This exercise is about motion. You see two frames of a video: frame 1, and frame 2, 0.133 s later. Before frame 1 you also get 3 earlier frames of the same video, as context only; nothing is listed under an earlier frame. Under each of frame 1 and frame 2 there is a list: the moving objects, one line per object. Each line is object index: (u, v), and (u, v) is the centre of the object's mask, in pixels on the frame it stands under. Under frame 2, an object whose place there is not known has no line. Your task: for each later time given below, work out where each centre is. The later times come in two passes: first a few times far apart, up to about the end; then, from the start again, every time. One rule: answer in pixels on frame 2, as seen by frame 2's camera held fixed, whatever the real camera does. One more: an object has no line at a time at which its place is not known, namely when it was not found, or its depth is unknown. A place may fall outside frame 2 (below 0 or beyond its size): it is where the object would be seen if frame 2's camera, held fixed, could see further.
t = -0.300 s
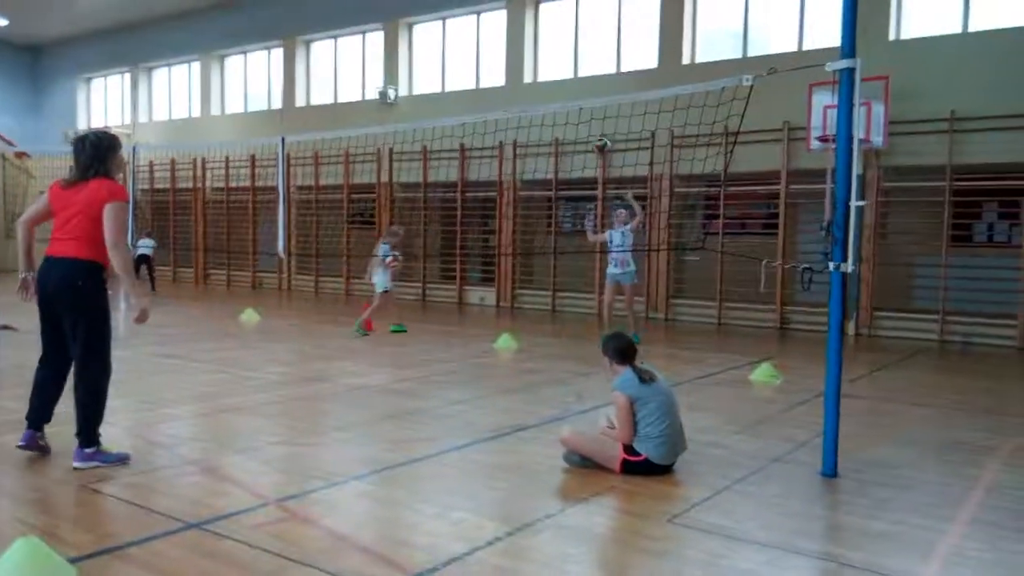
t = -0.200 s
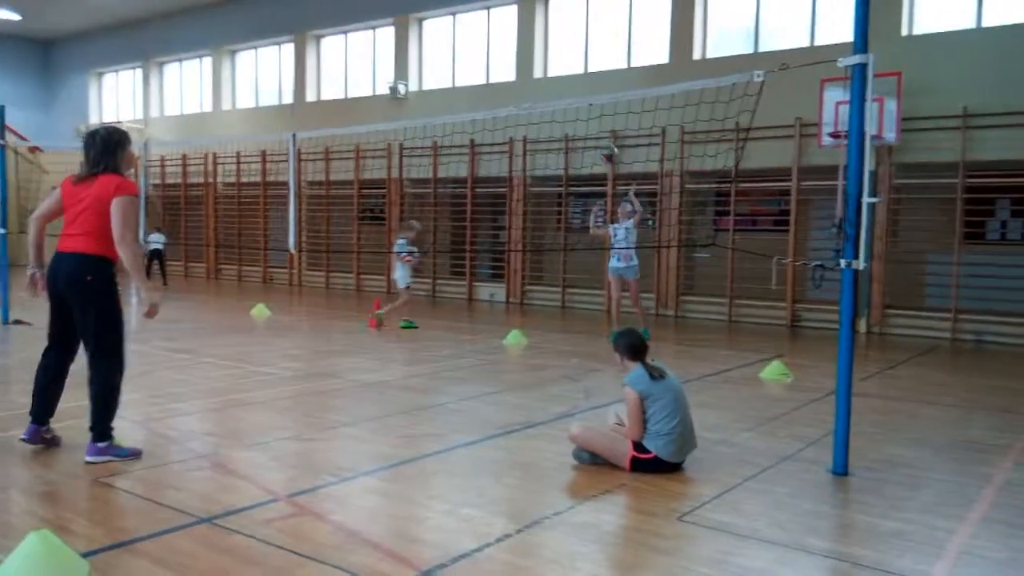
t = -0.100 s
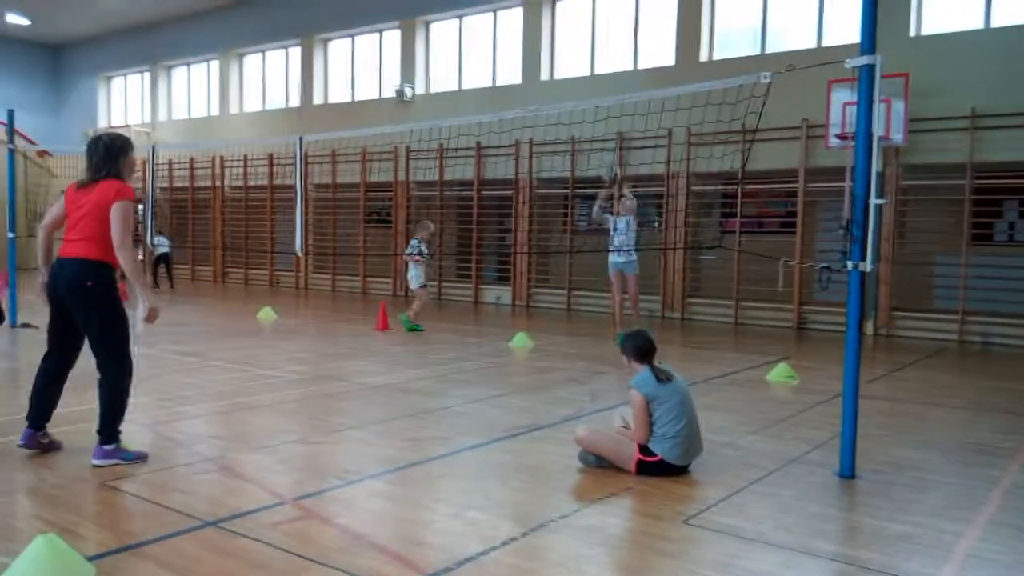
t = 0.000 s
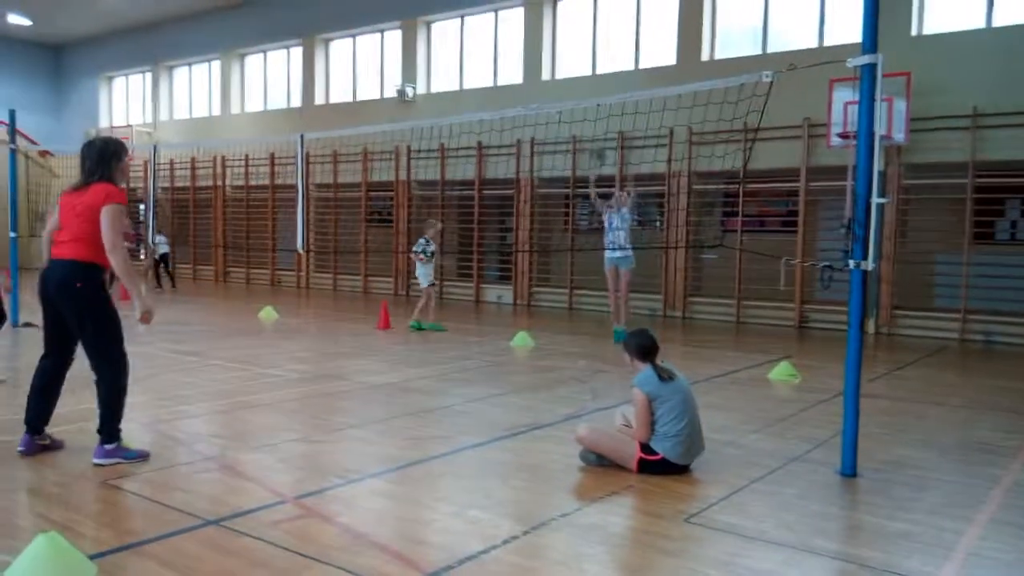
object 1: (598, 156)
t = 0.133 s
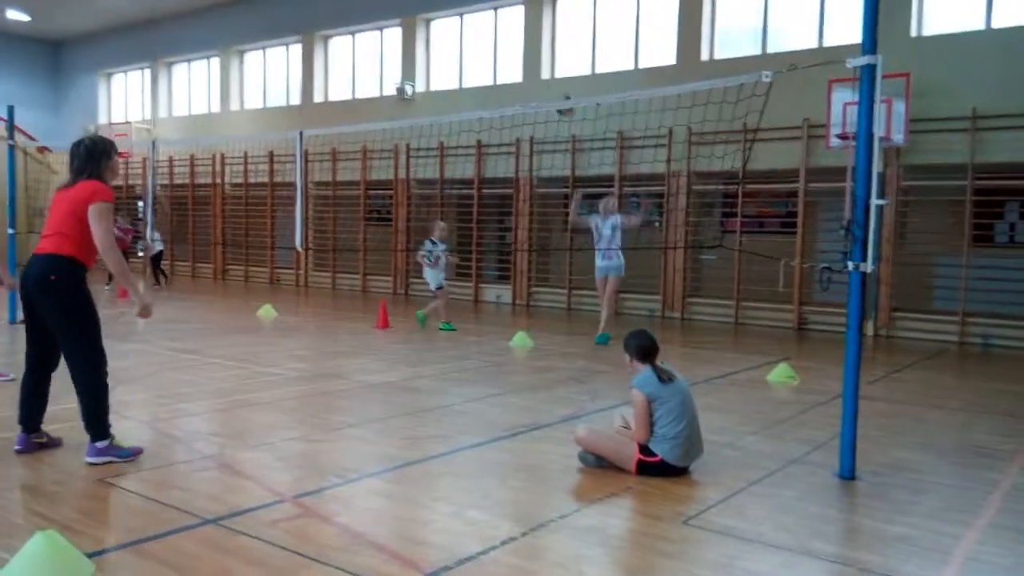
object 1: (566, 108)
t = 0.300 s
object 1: (513, 64)
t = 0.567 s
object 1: (405, 60)
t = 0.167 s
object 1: (555, 94)
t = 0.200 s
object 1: (545, 87)
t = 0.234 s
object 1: (536, 80)
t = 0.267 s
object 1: (525, 71)
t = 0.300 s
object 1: (513, 64)
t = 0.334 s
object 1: (501, 59)
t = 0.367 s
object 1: (489, 55)
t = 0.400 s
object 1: (476, 52)
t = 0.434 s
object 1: (462, 51)
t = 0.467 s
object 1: (448, 50)
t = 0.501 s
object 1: (433, 52)
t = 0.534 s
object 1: (421, 56)
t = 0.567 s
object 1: (405, 60)
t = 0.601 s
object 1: (385, 66)
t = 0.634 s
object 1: (366, 75)
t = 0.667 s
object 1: (348, 84)
